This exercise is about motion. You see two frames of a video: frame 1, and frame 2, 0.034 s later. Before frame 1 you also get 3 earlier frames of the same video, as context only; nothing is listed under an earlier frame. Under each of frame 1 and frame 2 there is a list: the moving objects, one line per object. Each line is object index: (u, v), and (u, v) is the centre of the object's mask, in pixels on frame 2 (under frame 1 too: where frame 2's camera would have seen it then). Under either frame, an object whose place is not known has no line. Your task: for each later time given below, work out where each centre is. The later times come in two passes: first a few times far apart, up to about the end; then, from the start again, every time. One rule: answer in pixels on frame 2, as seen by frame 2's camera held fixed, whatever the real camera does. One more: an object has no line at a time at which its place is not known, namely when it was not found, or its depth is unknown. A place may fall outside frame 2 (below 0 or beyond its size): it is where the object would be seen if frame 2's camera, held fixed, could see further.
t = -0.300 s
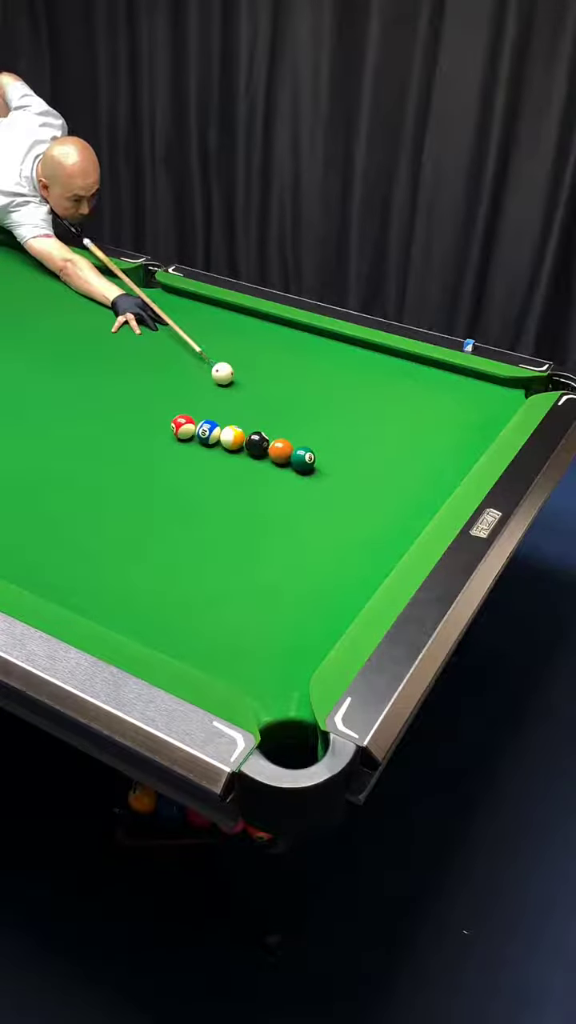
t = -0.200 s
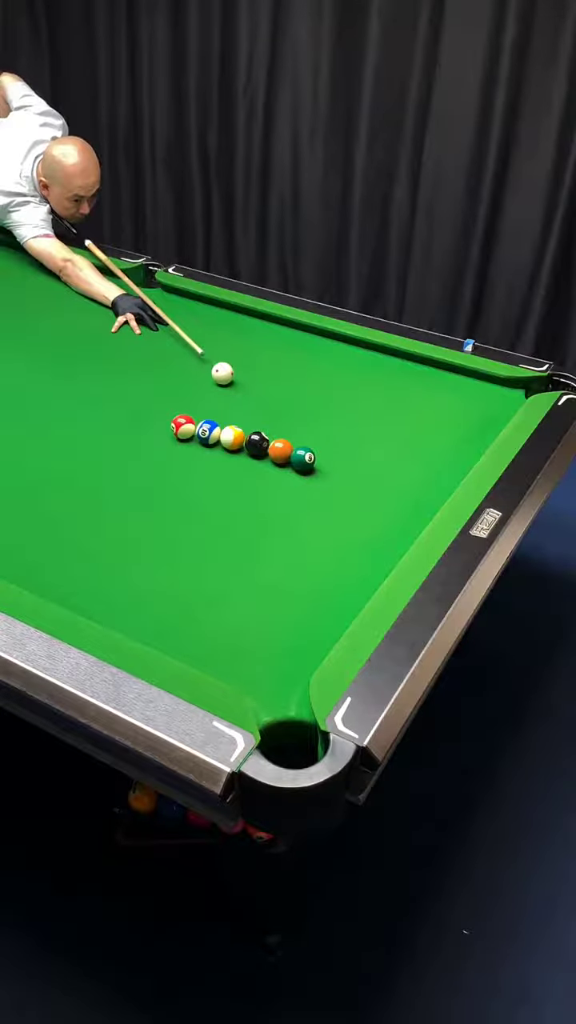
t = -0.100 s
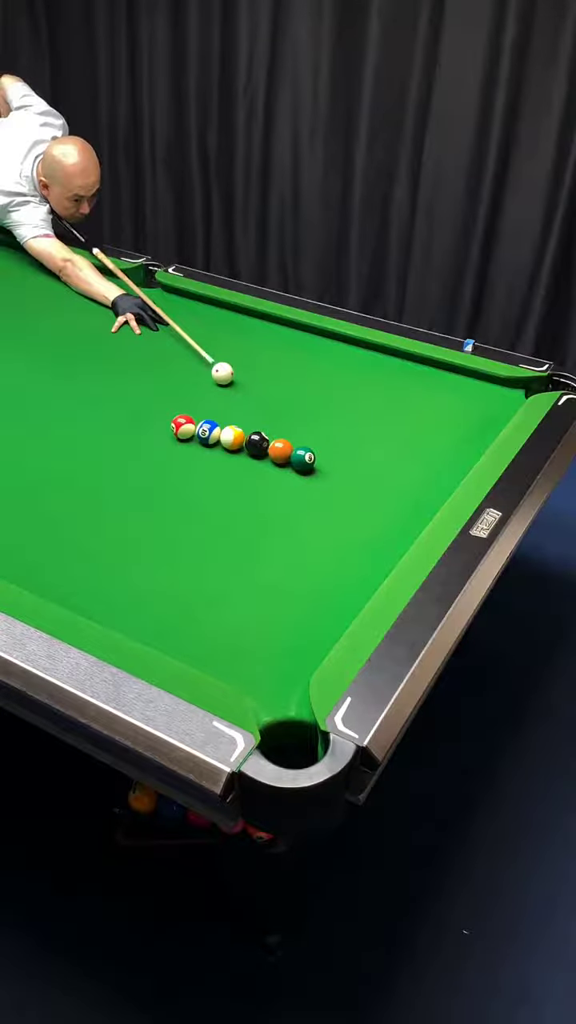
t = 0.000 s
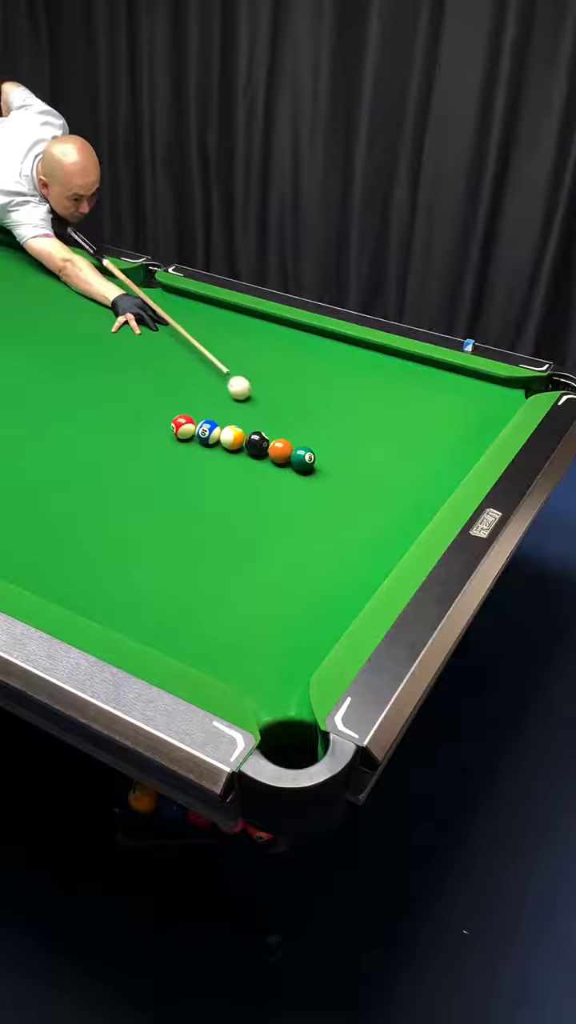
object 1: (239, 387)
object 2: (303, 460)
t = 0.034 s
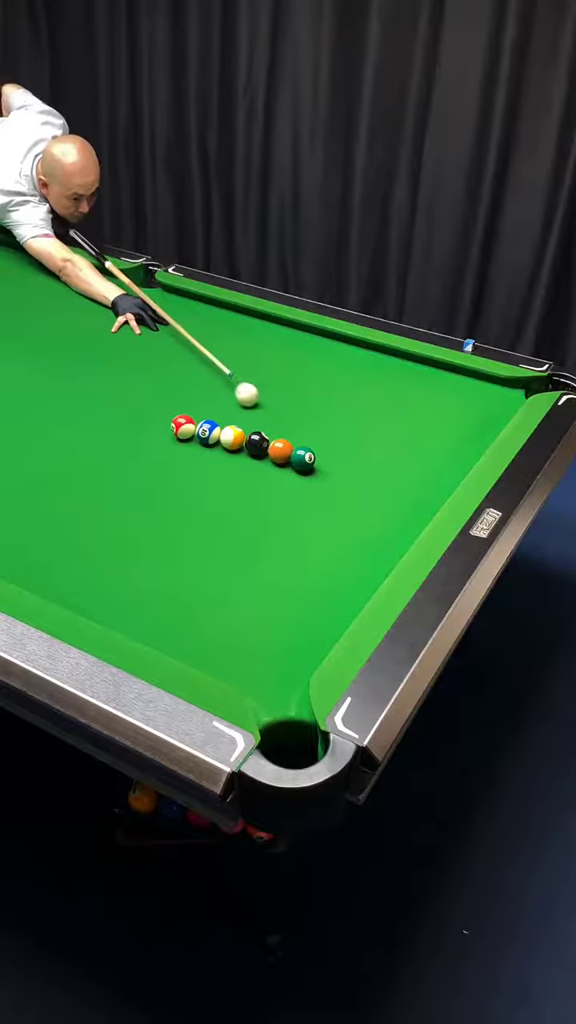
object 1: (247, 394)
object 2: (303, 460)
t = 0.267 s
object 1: (297, 436)
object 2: (303, 460)
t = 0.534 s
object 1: (361, 457)
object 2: (300, 492)
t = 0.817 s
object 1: (431, 474)
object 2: (296, 530)
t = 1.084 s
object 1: (428, 467)
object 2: (291, 567)
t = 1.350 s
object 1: (399, 451)
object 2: (286, 604)
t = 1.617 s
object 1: (373, 437)
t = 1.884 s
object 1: (351, 424)
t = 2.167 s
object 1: (331, 412)
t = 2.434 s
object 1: (314, 402)
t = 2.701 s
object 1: (299, 393)
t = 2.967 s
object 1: (286, 386)
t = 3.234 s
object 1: (276, 380)
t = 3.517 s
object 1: (267, 374)
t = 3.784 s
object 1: (259, 370)
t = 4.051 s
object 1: (252, 367)
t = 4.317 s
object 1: (247, 364)
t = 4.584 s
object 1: (244, 363)
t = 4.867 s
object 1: (242, 363)
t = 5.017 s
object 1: (242, 363)
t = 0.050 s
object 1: (250, 398)
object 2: (303, 460)
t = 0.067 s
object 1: (254, 401)
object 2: (303, 460)
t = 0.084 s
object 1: (257, 404)
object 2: (303, 460)
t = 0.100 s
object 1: (261, 407)
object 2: (303, 460)
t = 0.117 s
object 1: (264, 410)
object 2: (303, 460)
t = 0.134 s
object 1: (268, 413)
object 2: (303, 460)
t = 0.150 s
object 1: (271, 416)
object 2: (303, 460)
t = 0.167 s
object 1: (275, 419)
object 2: (303, 460)
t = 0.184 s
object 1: (278, 422)
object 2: (303, 460)
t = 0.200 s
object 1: (282, 425)
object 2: (303, 460)
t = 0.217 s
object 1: (286, 427)
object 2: (303, 460)
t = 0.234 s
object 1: (290, 430)
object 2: (303, 460)
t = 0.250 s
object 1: (293, 433)
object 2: (303, 460)
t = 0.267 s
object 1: (297, 436)
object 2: (303, 460)
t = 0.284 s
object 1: (301, 438)
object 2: (303, 460)
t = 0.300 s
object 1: (305, 440)
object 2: (303, 460)
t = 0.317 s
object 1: (310, 443)
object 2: (302, 463)
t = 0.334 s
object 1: (313, 445)
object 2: (302, 466)
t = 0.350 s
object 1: (317, 447)
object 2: (302, 468)
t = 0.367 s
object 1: (321, 447)
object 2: (302, 471)
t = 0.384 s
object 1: (325, 448)
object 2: (302, 473)
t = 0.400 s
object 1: (329, 449)
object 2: (302, 476)
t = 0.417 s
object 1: (333, 450)
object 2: (302, 479)
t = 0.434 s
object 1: (337, 451)
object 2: (301, 481)
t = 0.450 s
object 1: (341, 452)
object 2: (301, 483)
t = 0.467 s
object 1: (345, 453)
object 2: (301, 485)
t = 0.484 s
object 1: (349, 454)
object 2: (301, 486)
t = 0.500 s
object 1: (353, 455)
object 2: (300, 488)
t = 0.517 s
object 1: (357, 456)
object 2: (300, 490)
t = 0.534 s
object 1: (361, 457)
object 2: (300, 492)
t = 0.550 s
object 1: (365, 458)
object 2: (300, 494)
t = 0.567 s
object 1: (370, 459)
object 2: (300, 498)
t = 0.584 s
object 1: (374, 460)
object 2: (299, 500)
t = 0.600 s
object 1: (378, 461)
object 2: (299, 502)
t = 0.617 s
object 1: (382, 462)
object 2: (299, 504)
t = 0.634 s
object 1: (386, 463)
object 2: (298, 506)
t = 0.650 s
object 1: (390, 464)
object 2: (298, 508)
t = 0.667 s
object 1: (394, 465)
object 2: (298, 510)
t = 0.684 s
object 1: (398, 466)
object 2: (298, 512)
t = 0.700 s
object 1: (402, 467)
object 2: (298, 514)
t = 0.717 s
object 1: (406, 469)
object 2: (298, 516)
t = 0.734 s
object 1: (410, 470)
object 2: (297, 519)
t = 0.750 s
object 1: (414, 470)
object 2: (297, 521)
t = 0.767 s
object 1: (418, 471)
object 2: (296, 524)
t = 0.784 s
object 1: (423, 472)
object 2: (296, 526)
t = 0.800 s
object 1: (427, 474)
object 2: (296, 528)
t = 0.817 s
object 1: (431, 474)
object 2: (296, 530)
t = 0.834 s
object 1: (435, 475)
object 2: (295, 532)
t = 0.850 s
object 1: (439, 476)
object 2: (296, 534)
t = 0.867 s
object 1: (443, 477)
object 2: (295, 537)
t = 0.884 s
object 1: (446, 478)
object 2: (295, 539)
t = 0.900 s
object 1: (449, 478)
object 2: (294, 540)
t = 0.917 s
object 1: (449, 478)
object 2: (294, 542)
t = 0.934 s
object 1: (446, 477)
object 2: (294, 545)
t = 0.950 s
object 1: (443, 475)
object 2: (294, 548)
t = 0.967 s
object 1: (441, 474)
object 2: (293, 550)
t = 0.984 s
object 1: (440, 473)
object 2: (293, 553)
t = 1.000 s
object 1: (437, 472)
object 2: (293, 555)
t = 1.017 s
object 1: (436, 471)
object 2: (293, 557)
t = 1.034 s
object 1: (434, 470)
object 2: (292, 560)
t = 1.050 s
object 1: (432, 469)
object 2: (292, 562)
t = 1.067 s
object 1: (430, 468)
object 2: (292, 564)
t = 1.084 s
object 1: (428, 467)
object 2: (291, 567)
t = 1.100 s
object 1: (426, 465)
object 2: (291, 568)
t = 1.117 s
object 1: (424, 464)
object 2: (291, 570)
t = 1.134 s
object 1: (422, 463)
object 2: (291, 572)
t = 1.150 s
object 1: (420, 462)
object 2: (290, 575)
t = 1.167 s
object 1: (418, 462)
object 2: (290, 578)
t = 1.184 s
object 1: (417, 461)
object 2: (290, 581)
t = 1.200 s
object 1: (415, 460)
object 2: (290, 582)
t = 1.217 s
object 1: (413, 458)
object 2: (289, 586)
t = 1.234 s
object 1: (411, 458)
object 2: (289, 588)
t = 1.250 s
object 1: (409, 457)
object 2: (288, 591)
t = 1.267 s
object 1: (407, 455)
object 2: (288, 593)
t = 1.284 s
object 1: (406, 455)
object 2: (288, 595)
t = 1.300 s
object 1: (404, 454)
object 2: (287, 598)
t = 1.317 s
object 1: (402, 453)
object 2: (287, 599)
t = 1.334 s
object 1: (401, 452)
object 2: (286, 601)
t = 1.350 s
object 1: (399, 451)
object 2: (286, 604)
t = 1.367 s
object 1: (397, 450)
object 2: (285, 606)
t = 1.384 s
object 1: (396, 449)
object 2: (285, 609)
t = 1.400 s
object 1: (394, 448)
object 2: (285, 612)
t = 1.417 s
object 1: (392, 447)
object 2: (284, 614)
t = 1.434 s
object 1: (391, 446)
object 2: (284, 617)
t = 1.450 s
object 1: (389, 445)
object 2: (284, 620)
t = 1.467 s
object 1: (387, 444)
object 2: (284, 623)
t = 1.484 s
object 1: (386, 443)
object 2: (283, 626)
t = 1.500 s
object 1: (384, 443)
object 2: (283, 628)
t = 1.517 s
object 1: (383, 442)
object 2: (283, 630)
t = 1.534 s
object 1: (381, 441)
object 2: (283, 633)
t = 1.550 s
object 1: (380, 440)
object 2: (283, 635)
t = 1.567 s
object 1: (378, 439)
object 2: (282, 637)
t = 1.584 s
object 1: (377, 438)
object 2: (282, 639)
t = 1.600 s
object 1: (375, 437)
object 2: (281, 641)
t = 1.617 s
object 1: (373, 437)
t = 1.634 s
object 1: (372, 436)
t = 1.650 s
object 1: (371, 435)
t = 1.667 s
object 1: (369, 434)
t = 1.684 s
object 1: (368, 433)
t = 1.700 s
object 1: (366, 432)
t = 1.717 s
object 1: (365, 432)
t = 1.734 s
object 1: (364, 431)
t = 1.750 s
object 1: (362, 430)
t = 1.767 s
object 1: (361, 429)
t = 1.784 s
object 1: (359, 429)
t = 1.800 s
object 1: (358, 428)
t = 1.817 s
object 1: (356, 427)
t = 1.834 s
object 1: (355, 426)
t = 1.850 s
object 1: (354, 425)
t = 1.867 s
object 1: (353, 425)
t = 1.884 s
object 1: (351, 424)
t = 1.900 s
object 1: (350, 423)
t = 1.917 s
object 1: (348, 422)
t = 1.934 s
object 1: (347, 422)
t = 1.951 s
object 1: (346, 421)
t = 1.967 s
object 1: (345, 420)
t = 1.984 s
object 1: (344, 419)
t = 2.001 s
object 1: (342, 419)
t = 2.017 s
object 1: (341, 418)
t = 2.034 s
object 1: (340, 417)
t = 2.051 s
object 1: (339, 416)
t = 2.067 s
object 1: (338, 416)
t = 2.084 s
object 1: (336, 415)
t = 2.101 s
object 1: (335, 414)
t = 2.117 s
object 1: (334, 414)
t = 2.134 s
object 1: (333, 413)
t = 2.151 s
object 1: (332, 412)
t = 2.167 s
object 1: (331, 412)
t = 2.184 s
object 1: (330, 411)
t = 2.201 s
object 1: (329, 410)
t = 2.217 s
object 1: (328, 410)
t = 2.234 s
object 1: (326, 409)
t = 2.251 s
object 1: (325, 408)
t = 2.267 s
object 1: (324, 408)
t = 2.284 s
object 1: (323, 407)
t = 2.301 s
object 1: (322, 407)
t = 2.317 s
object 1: (321, 406)
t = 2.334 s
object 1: (320, 405)
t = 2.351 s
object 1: (319, 405)
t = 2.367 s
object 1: (318, 404)
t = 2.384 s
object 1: (317, 404)
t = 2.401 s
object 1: (316, 403)
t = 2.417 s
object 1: (315, 402)
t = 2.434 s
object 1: (314, 402)
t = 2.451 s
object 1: (313, 401)
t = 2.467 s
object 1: (312, 401)
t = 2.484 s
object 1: (311, 400)
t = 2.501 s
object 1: (310, 399)
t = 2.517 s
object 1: (309, 399)
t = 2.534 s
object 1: (308, 398)
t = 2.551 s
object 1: (307, 398)
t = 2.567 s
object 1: (307, 397)
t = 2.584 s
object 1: (306, 397)
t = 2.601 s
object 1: (305, 396)
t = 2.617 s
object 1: (304, 396)
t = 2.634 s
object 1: (303, 395)
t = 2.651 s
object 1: (302, 395)
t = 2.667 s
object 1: (301, 394)
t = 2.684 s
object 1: (300, 394)
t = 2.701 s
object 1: (299, 393)
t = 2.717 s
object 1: (299, 393)
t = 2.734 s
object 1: (298, 392)
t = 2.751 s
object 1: (297, 392)
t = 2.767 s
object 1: (296, 391)
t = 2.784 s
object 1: (295, 391)
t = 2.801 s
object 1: (295, 390)
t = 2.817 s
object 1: (294, 390)
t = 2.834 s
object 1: (293, 389)
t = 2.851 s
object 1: (292, 389)
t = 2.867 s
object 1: (291, 389)
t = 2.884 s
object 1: (290, 388)
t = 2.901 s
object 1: (290, 388)
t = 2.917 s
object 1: (289, 387)
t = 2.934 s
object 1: (288, 387)
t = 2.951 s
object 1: (287, 386)
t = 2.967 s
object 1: (286, 386)
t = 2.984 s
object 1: (286, 386)
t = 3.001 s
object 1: (285, 385)
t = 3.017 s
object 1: (284, 385)
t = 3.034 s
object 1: (284, 384)
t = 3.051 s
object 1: (283, 384)
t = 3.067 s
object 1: (283, 383)
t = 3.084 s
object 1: (282, 383)
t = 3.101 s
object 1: (281, 383)
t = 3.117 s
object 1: (281, 382)
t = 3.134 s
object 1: (280, 382)
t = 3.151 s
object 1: (279, 381)
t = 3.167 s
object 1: (278, 381)
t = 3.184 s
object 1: (278, 381)
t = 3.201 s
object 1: (277, 380)
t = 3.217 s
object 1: (277, 380)
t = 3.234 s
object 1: (276, 380)
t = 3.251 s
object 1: (275, 379)
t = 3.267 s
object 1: (275, 379)
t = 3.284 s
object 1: (274, 378)
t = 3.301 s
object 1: (274, 378)
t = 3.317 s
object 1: (273, 378)
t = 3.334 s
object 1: (272, 377)
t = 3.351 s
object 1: (272, 377)
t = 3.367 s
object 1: (271, 377)
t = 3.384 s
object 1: (271, 376)
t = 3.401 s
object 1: (270, 376)
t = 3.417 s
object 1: (270, 376)
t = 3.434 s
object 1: (269, 375)
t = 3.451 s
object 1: (269, 375)
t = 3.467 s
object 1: (268, 375)
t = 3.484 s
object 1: (268, 374)
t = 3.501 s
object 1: (267, 374)
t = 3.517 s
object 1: (267, 374)
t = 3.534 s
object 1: (266, 373)
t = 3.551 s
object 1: (265, 373)
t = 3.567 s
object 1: (265, 373)
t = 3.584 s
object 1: (264, 373)
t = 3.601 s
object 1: (264, 372)
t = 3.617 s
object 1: (264, 372)
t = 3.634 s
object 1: (263, 372)
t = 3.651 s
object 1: (262, 372)
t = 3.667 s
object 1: (262, 371)
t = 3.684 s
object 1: (261, 371)
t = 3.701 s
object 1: (261, 371)
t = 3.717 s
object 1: (260, 370)
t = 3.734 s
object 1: (260, 370)
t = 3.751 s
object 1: (260, 370)
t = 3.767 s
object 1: (259, 370)
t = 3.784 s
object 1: (259, 370)
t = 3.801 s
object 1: (258, 369)
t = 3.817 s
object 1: (258, 369)
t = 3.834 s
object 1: (257, 369)
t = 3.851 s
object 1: (257, 369)
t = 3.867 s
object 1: (257, 369)
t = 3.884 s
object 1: (256, 368)
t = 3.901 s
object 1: (256, 368)
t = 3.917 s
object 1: (255, 368)
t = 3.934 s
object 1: (255, 368)
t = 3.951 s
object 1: (255, 368)
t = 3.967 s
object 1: (254, 367)
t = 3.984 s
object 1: (254, 367)
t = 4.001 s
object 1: (253, 367)
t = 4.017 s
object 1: (253, 367)
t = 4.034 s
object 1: (253, 367)
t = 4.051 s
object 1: (252, 367)
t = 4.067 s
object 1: (252, 366)
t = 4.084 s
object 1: (252, 366)
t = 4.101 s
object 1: (251, 366)
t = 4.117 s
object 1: (251, 366)
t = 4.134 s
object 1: (251, 366)
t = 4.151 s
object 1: (250, 366)
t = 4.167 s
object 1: (250, 365)
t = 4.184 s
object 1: (250, 365)
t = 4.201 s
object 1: (249, 365)
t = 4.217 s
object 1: (249, 365)
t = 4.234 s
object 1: (249, 365)
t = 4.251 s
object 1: (248, 365)
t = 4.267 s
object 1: (248, 365)
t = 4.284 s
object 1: (248, 364)
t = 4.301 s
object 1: (248, 364)
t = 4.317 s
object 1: (247, 364)
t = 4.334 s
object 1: (247, 364)
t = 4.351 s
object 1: (247, 364)
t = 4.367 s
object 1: (247, 364)
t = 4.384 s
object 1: (246, 364)
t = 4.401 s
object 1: (246, 364)
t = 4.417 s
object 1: (246, 364)
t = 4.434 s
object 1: (245, 364)
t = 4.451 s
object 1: (245, 364)
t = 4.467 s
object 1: (245, 364)
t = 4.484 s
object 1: (245, 364)
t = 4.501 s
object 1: (245, 364)
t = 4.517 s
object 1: (245, 364)
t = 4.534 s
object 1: (244, 363)
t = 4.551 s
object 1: (244, 363)
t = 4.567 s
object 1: (244, 363)
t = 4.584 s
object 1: (244, 363)
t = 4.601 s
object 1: (244, 363)
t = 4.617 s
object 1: (244, 363)
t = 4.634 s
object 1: (244, 363)
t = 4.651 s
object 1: (243, 363)
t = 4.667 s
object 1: (243, 363)
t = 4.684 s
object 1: (243, 363)
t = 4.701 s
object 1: (243, 363)
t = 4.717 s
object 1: (243, 363)
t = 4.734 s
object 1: (243, 363)
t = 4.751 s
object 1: (243, 363)
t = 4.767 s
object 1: (243, 363)
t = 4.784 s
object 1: (242, 363)
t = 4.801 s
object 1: (243, 363)
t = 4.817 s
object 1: (242, 363)
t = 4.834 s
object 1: (242, 363)
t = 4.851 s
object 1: (242, 363)
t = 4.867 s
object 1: (242, 363)
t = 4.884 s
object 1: (242, 363)
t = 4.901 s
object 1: (242, 363)
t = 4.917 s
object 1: (242, 363)
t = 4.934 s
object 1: (242, 363)
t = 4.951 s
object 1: (242, 363)
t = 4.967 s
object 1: (242, 363)
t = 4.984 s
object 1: (242, 363)
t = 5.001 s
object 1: (242, 363)
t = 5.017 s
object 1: (242, 363)
